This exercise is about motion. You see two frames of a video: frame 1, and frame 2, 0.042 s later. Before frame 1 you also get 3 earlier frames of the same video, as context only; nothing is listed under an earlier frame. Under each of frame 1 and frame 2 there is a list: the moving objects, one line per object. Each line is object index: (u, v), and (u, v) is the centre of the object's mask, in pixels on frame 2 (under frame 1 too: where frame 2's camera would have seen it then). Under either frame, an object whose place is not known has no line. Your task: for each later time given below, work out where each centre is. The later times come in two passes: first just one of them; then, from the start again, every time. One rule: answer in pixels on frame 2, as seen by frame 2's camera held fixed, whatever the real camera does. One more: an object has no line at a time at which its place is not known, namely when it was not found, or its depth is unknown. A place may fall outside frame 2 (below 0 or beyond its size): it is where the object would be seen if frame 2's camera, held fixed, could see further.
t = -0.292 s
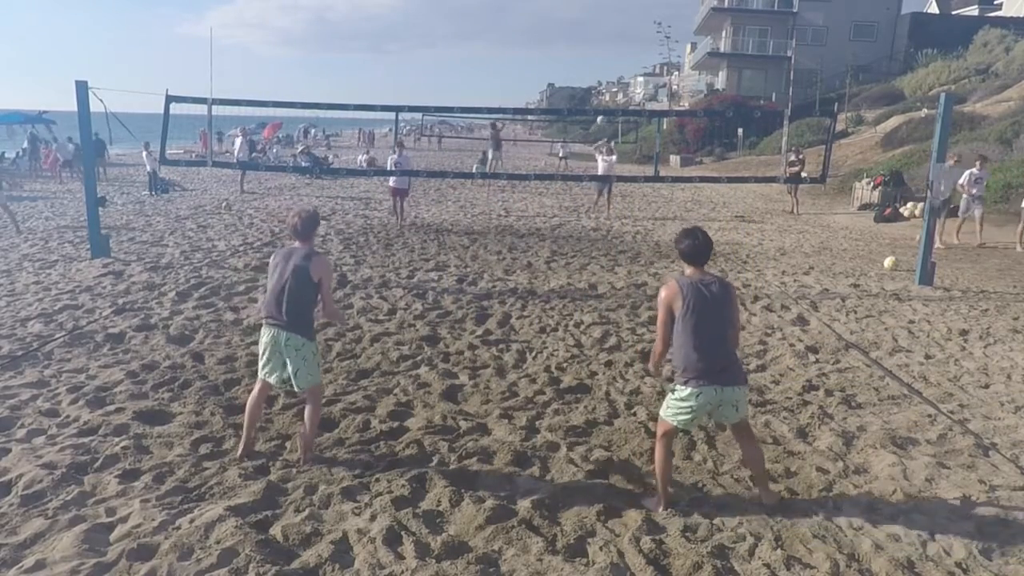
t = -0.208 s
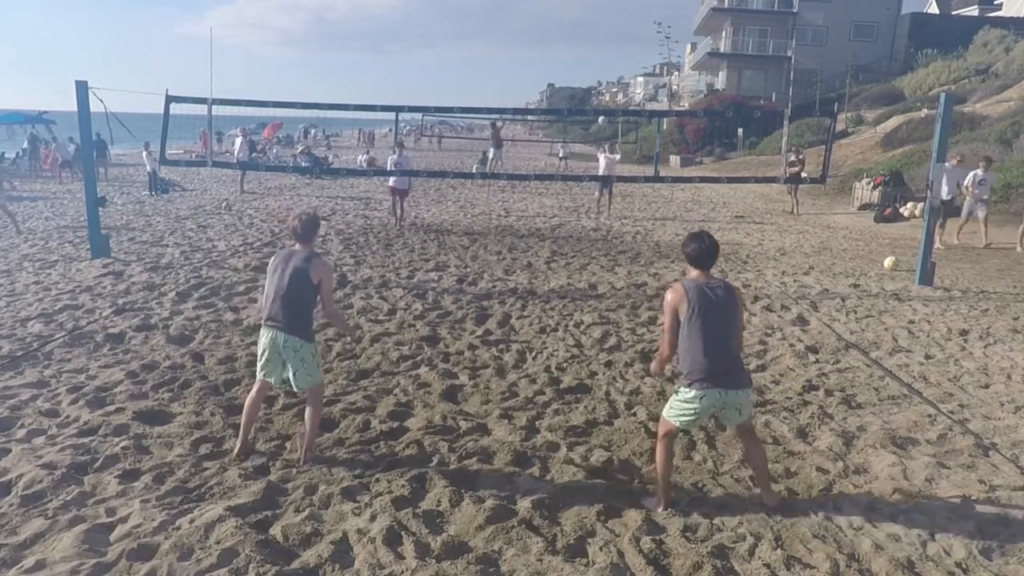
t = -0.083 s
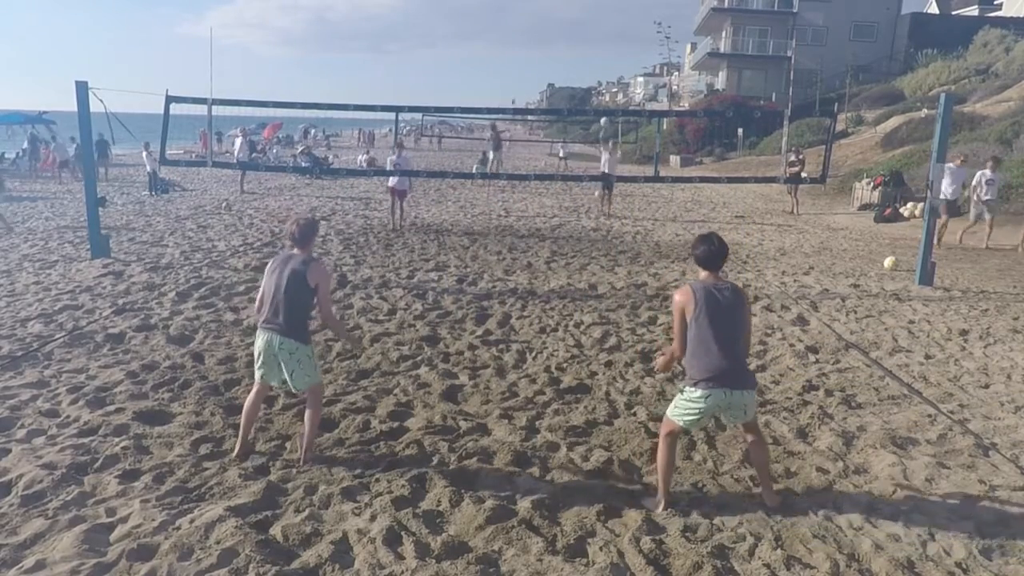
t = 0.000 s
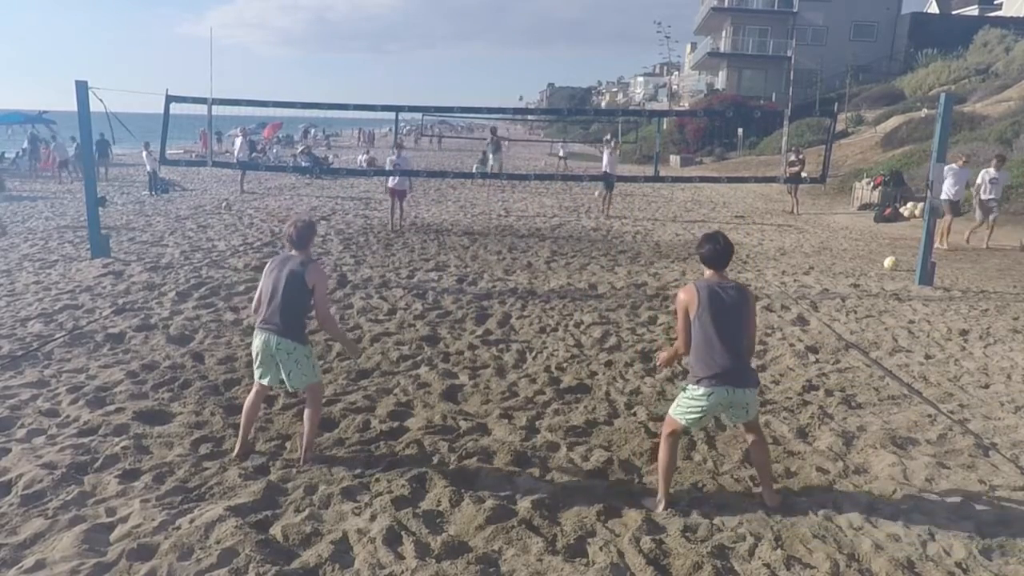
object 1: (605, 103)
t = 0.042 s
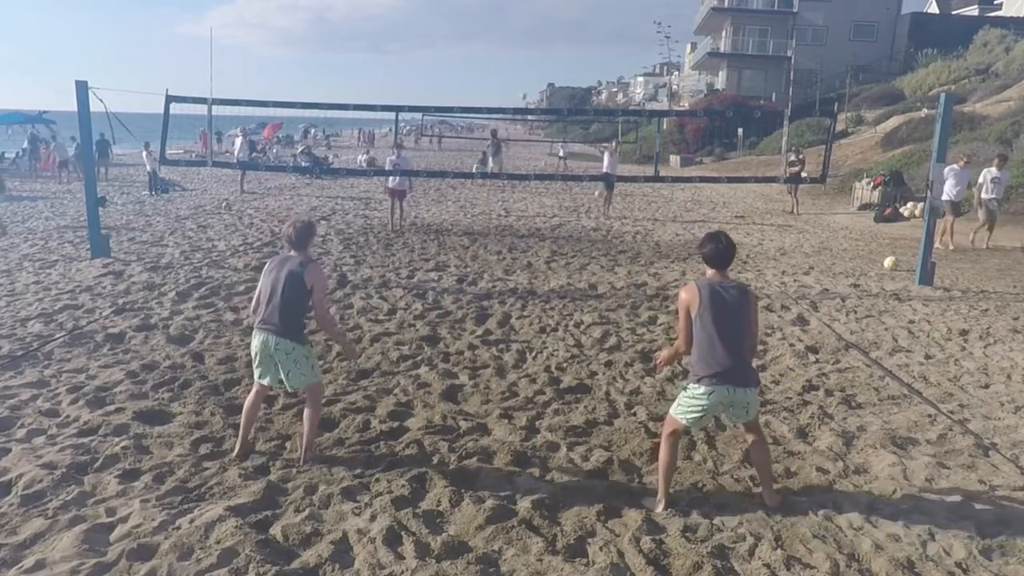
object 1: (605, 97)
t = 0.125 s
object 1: (605, 80)
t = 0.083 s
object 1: (606, 84)
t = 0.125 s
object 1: (605, 80)
